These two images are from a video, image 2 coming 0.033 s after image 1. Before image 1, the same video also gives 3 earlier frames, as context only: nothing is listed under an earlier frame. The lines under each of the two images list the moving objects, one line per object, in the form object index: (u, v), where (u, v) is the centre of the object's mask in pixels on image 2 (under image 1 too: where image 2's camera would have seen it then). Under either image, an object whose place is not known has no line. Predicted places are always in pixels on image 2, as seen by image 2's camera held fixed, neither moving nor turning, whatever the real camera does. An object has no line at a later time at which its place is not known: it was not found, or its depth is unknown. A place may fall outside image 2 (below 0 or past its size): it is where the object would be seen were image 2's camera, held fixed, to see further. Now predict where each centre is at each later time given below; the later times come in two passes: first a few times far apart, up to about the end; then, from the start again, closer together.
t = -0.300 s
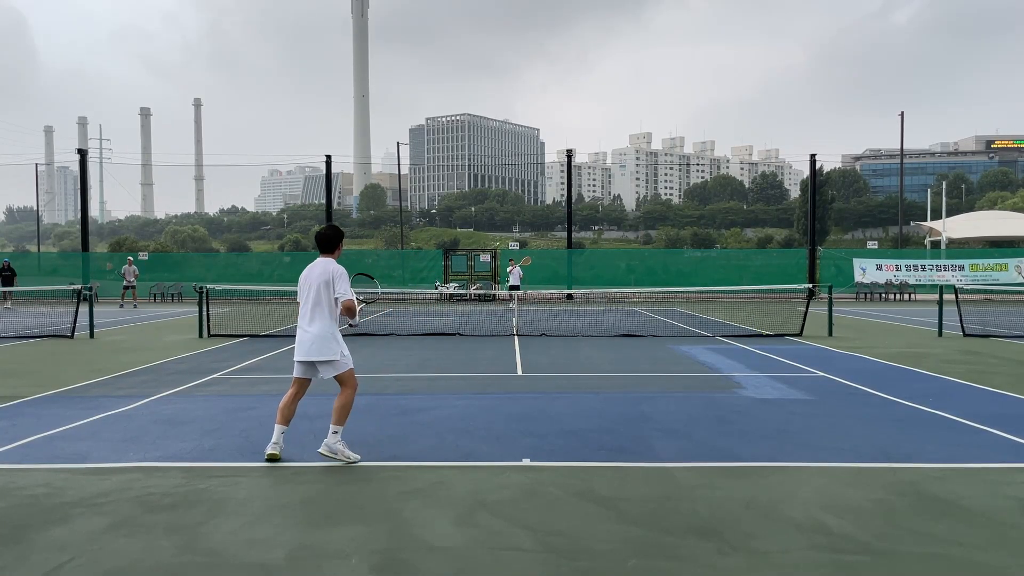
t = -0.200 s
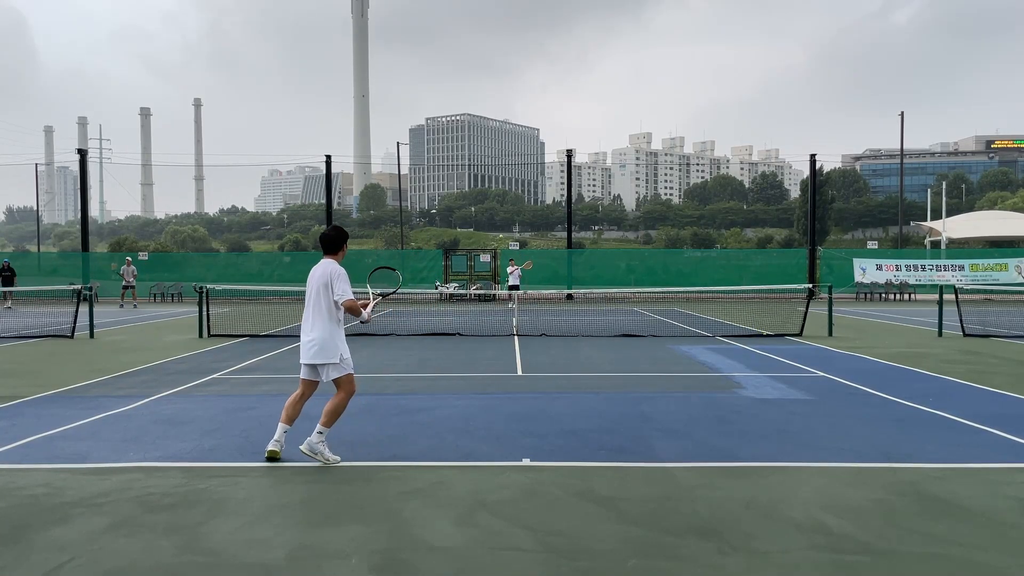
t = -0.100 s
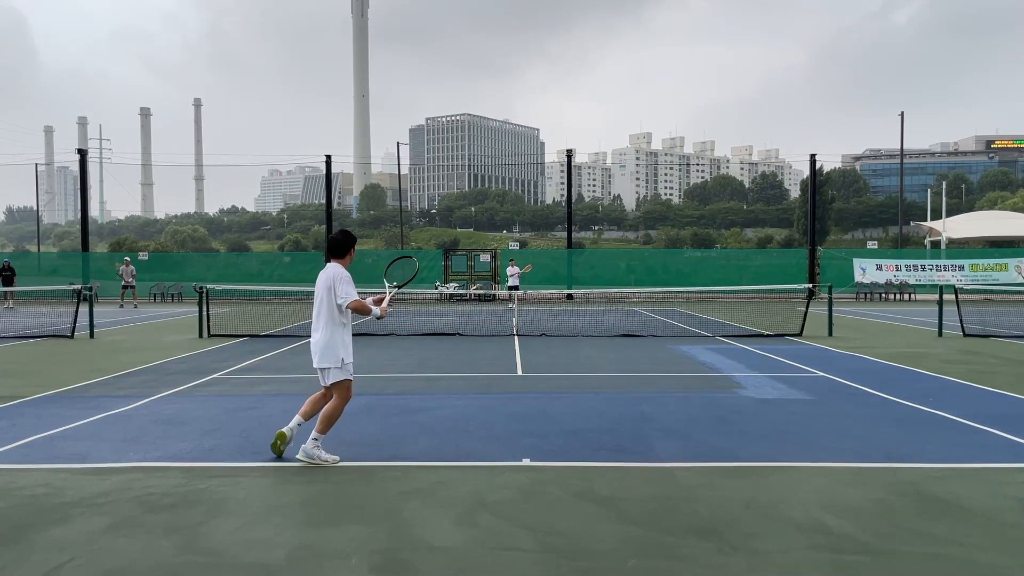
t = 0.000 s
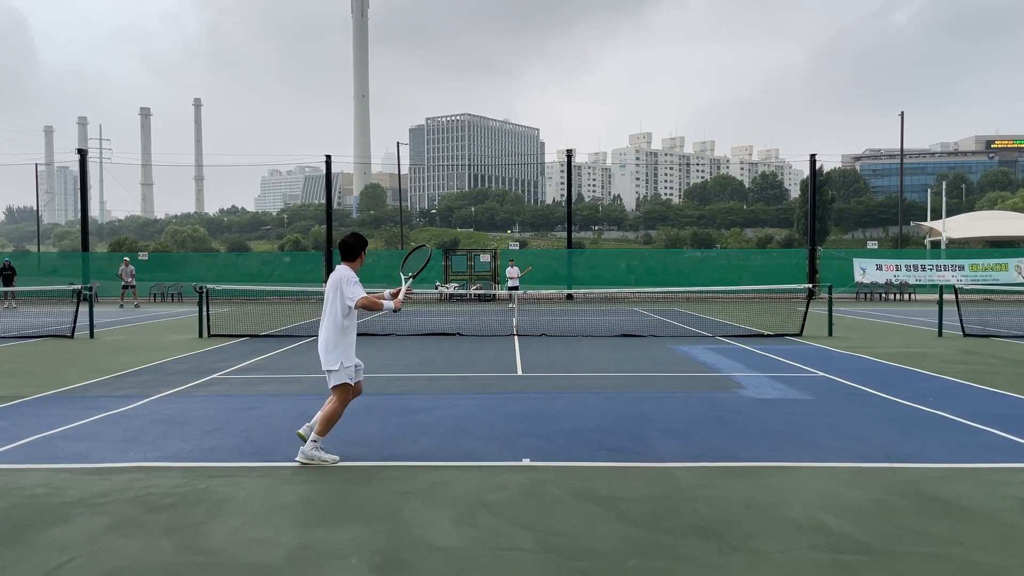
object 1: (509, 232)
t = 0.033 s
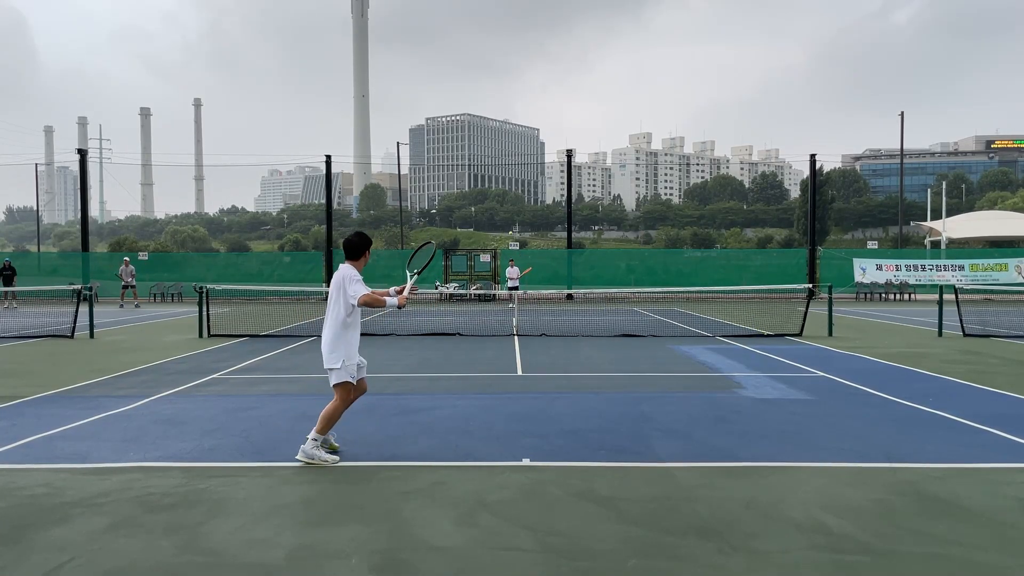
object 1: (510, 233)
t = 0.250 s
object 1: (524, 256)
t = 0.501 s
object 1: (547, 333)
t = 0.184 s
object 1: (520, 246)
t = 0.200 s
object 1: (520, 248)
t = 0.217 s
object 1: (521, 250)
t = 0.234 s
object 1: (523, 253)
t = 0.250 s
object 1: (524, 256)
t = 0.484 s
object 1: (545, 326)
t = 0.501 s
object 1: (547, 333)
